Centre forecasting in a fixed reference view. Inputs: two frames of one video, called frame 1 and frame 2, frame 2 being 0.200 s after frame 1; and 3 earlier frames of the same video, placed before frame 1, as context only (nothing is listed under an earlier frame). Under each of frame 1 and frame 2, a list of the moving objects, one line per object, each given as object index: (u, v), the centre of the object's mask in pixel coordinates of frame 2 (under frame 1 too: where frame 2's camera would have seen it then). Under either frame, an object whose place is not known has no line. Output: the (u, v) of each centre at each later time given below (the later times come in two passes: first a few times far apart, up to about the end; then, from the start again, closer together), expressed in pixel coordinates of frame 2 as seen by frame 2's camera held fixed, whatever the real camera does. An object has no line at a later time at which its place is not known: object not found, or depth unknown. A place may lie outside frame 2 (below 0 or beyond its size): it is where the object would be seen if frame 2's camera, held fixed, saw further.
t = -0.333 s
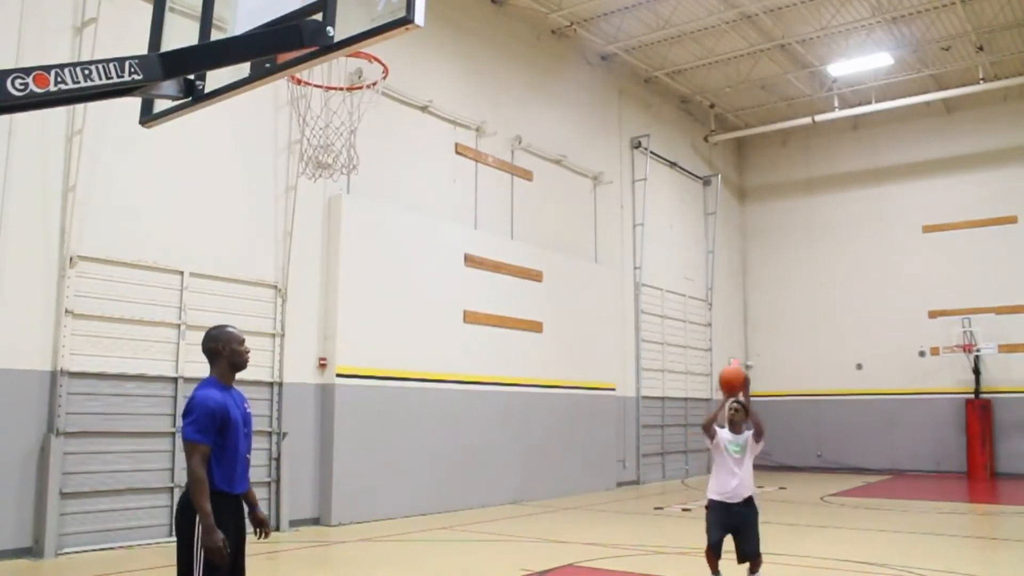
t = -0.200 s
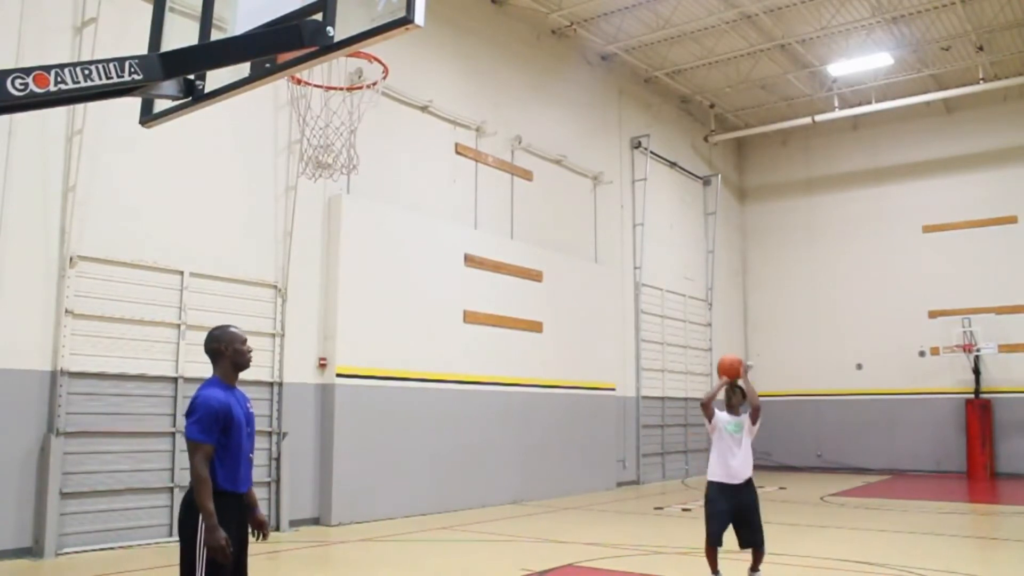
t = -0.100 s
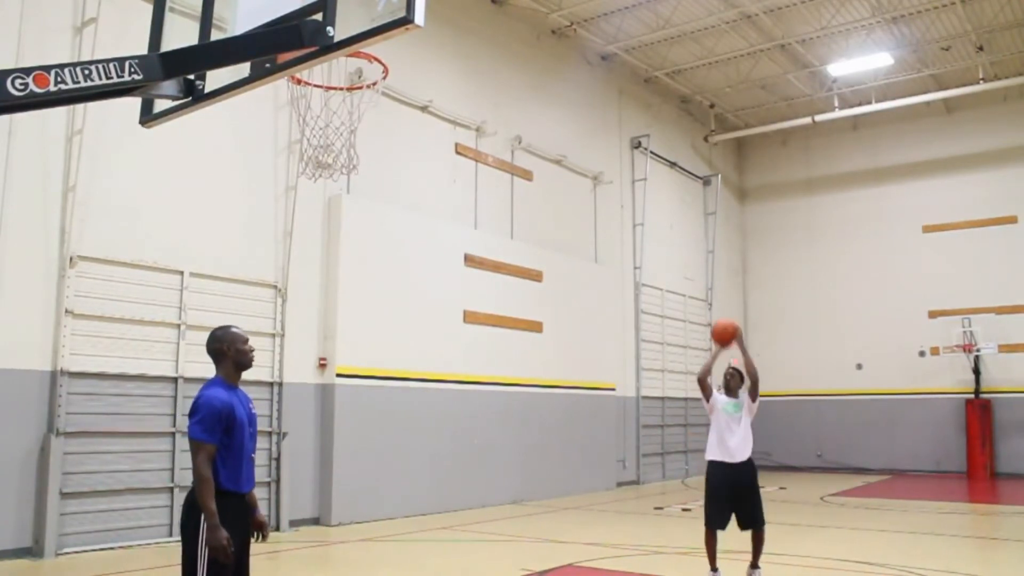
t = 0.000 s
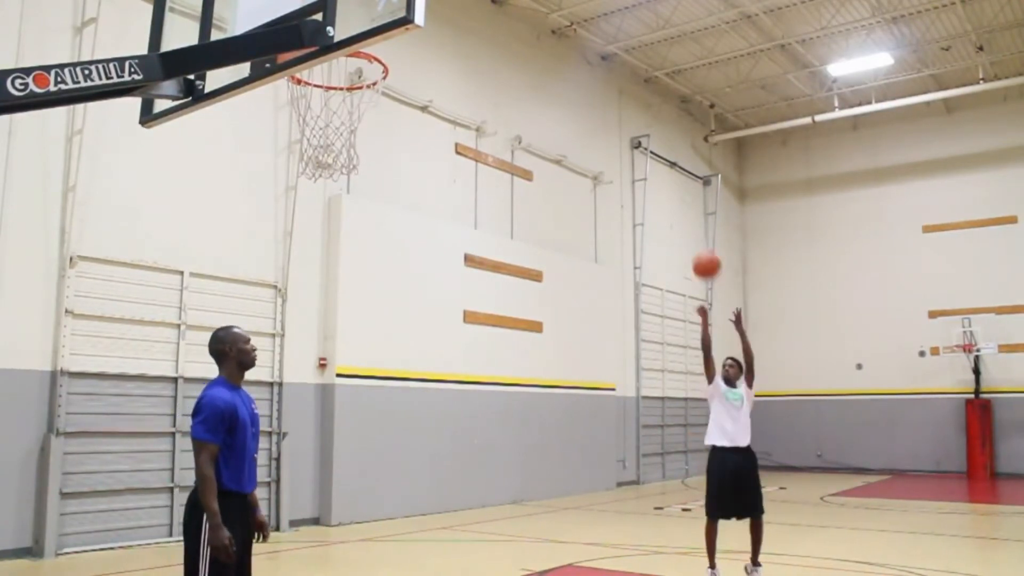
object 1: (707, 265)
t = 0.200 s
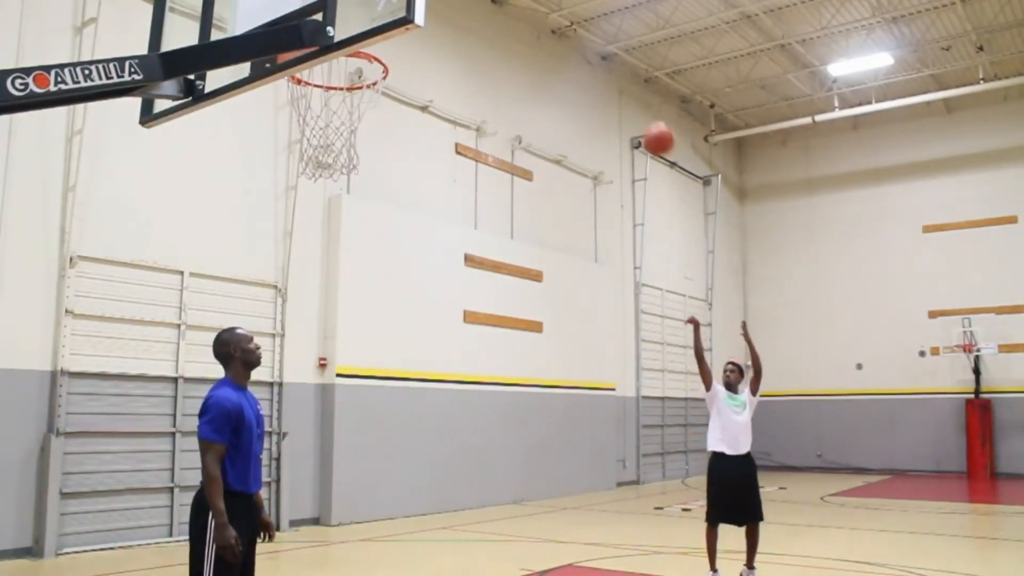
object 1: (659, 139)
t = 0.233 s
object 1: (650, 121)
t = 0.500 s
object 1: (572, 16)
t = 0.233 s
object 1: (650, 121)
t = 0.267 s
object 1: (641, 104)
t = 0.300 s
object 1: (632, 88)
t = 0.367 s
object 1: (613, 59)
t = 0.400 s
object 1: (603, 46)
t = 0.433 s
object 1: (593, 34)
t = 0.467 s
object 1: (582, 23)
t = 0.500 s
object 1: (572, 16)
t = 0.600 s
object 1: (537, 5)
